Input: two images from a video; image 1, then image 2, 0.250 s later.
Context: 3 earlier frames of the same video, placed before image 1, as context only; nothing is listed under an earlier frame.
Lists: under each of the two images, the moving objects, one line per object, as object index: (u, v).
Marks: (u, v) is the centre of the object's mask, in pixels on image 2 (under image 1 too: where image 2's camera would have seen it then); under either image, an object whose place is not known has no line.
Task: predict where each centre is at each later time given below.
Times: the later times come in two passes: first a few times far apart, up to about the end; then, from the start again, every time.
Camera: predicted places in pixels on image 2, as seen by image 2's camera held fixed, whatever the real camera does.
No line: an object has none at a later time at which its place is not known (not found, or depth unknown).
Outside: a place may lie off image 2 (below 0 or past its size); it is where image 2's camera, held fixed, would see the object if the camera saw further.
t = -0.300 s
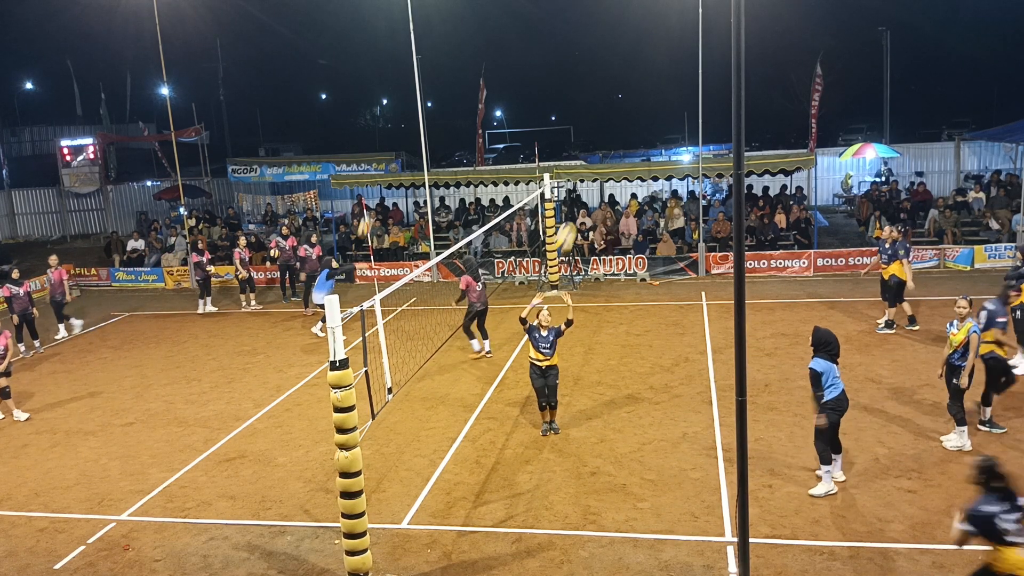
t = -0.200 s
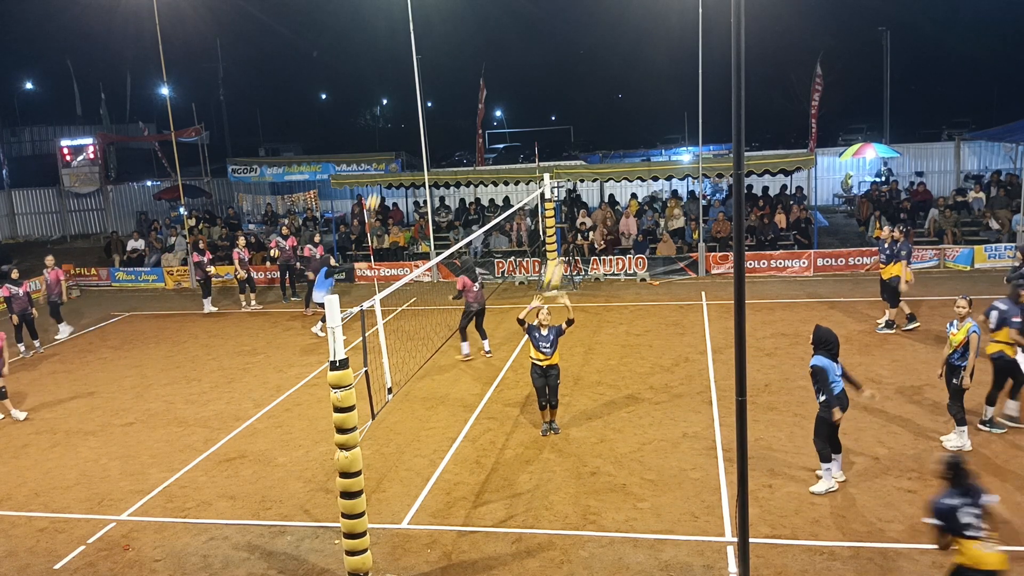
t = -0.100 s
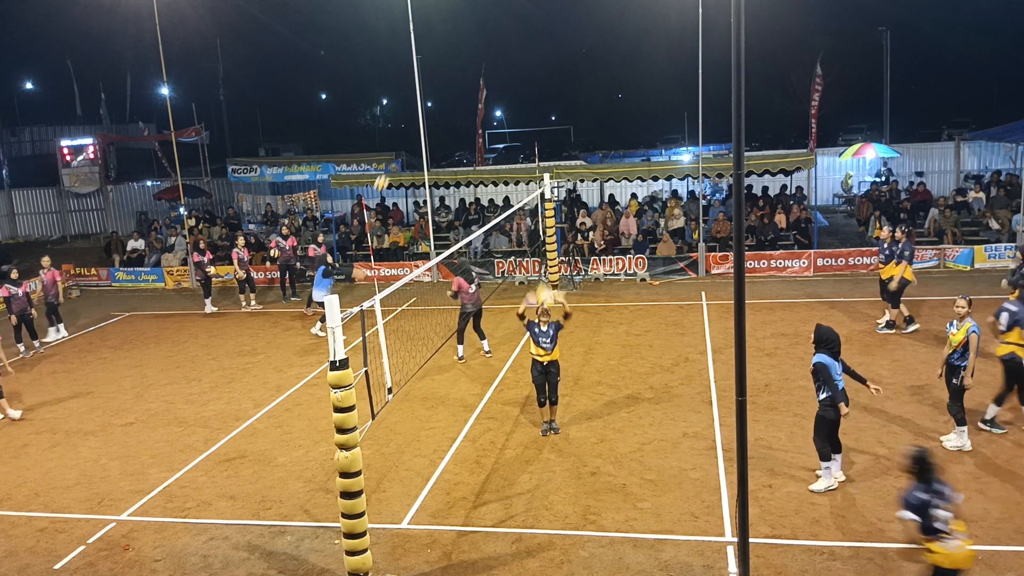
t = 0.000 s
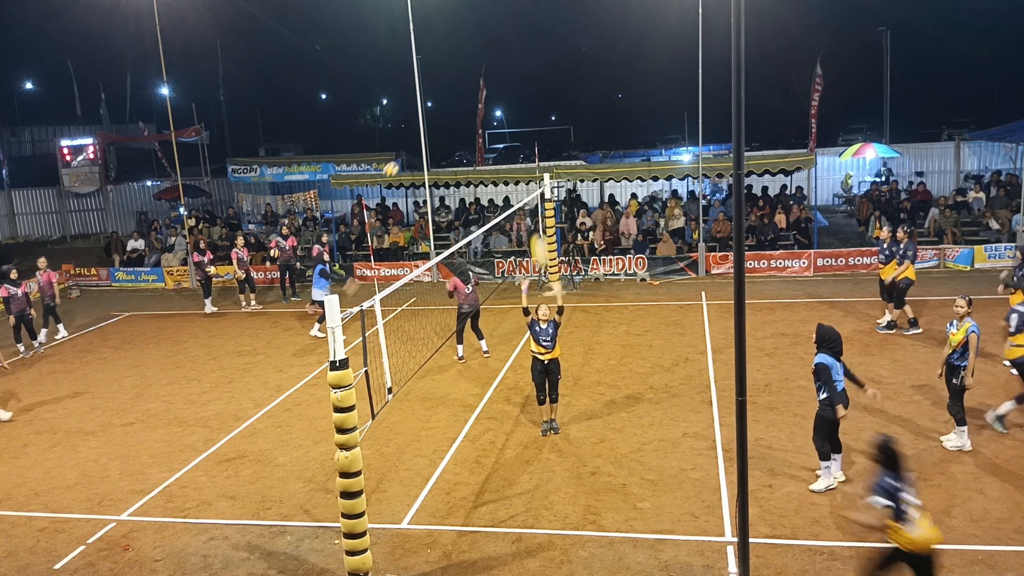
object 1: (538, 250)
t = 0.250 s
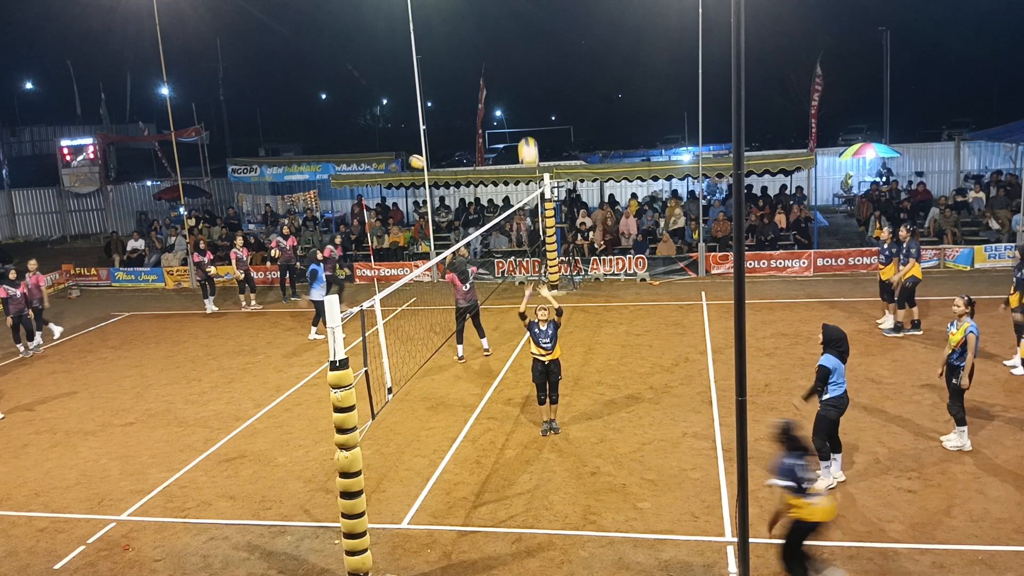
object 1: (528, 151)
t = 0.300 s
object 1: (527, 139)
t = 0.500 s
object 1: (521, 106)
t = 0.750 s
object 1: (518, 117)
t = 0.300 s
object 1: (527, 139)
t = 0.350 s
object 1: (525, 127)
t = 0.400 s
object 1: (524, 117)
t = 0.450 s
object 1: (523, 110)
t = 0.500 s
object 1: (521, 106)
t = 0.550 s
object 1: (520, 103)
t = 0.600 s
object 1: (520, 103)
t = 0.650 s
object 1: (519, 106)
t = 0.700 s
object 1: (518, 111)
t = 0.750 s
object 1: (518, 117)
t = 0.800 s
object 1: (518, 129)
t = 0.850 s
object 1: (518, 143)
